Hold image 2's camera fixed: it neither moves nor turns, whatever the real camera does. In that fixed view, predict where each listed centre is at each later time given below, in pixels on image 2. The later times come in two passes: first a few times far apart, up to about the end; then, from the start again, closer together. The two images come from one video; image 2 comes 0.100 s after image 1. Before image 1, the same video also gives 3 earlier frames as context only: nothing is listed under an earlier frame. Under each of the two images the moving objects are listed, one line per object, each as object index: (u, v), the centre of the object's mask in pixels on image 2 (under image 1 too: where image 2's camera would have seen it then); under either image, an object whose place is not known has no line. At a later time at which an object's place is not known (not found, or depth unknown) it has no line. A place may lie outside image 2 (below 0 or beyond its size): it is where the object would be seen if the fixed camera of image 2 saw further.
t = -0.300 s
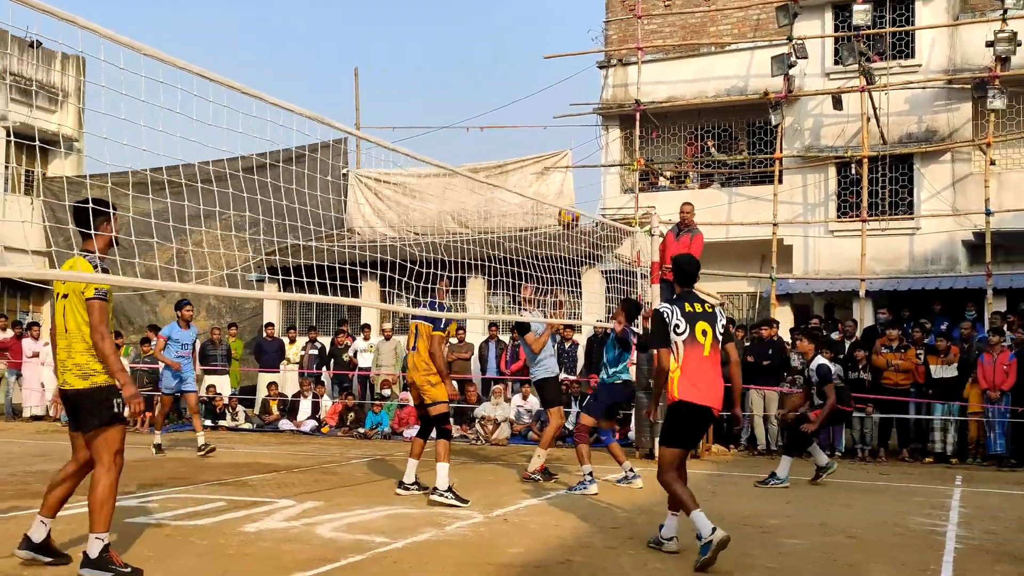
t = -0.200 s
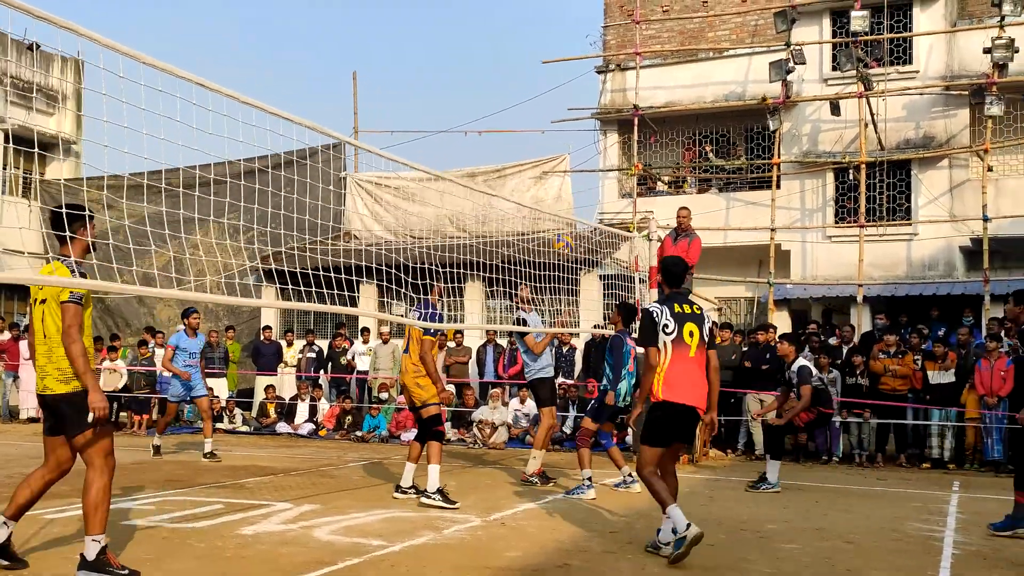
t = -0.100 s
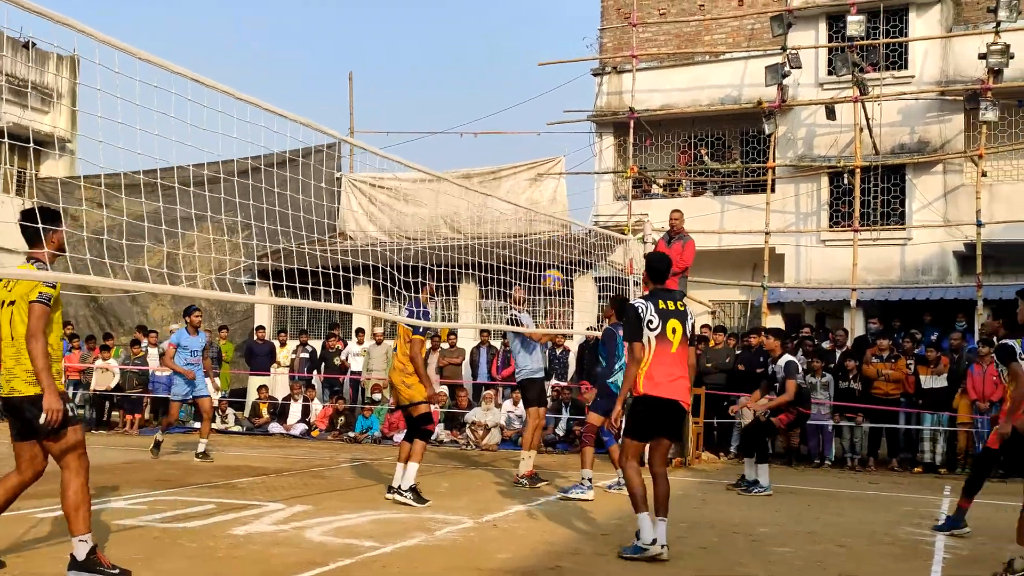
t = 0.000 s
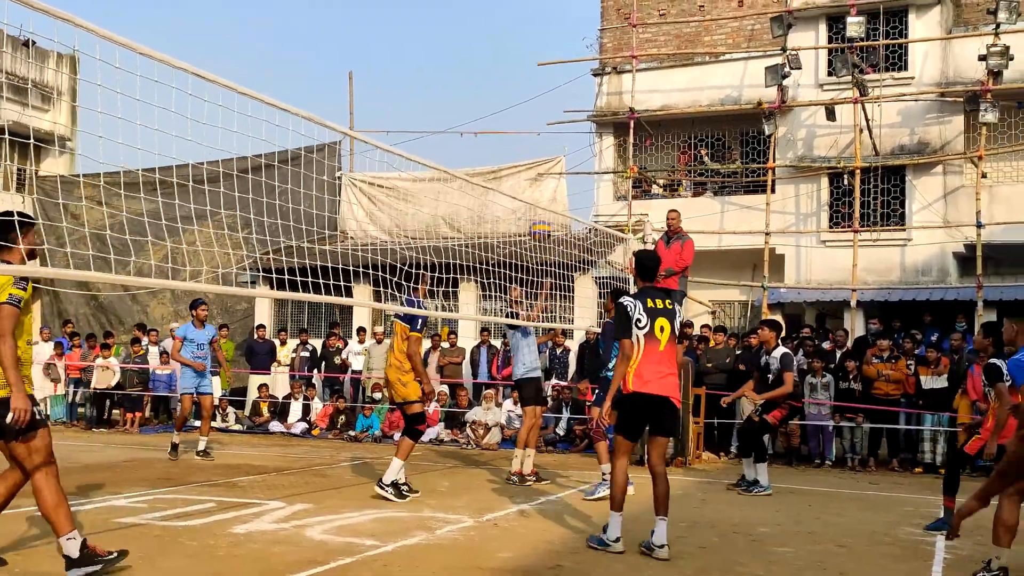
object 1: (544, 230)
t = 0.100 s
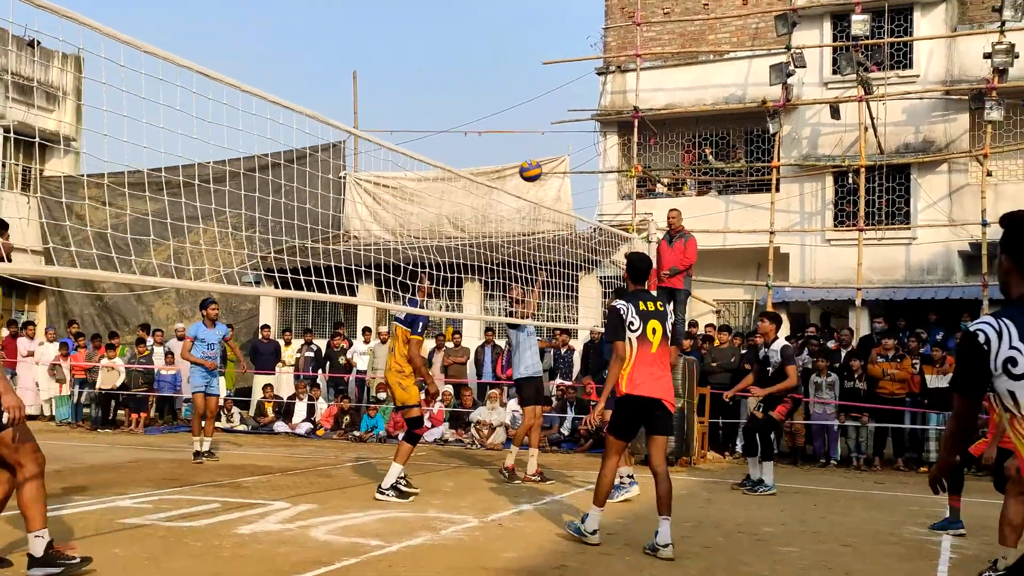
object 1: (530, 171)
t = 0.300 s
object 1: (503, 82)
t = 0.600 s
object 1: (460, 29)
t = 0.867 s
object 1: (419, 65)
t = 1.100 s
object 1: (377, 168)
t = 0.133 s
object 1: (526, 153)
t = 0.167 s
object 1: (521, 137)
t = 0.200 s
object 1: (516, 121)
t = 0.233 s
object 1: (512, 107)
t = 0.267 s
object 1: (507, 94)
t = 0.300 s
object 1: (503, 82)
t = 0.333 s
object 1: (498, 71)
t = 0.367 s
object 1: (494, 62)
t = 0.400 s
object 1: (489, 53)
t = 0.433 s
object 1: (484, 47)
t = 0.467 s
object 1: (479, 41)
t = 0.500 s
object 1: (475, 36)
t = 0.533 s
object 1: (469, 32)
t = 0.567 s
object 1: (465, 30)
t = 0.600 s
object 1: (460, 29)
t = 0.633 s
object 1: (455, 29)
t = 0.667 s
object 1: (450, 30)
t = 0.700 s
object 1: (445, 32)
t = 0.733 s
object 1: (440, 36)
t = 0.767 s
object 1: (435, 42)
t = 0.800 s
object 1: (430, 48)
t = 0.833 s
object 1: (424, 55)
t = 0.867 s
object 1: (419, 65)
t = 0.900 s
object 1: (413, 75)
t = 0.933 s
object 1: (407, 87)
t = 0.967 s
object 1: (401, 100)
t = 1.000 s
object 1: (395, 115)
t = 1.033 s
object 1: (389, 131)
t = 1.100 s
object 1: (377, 168)
